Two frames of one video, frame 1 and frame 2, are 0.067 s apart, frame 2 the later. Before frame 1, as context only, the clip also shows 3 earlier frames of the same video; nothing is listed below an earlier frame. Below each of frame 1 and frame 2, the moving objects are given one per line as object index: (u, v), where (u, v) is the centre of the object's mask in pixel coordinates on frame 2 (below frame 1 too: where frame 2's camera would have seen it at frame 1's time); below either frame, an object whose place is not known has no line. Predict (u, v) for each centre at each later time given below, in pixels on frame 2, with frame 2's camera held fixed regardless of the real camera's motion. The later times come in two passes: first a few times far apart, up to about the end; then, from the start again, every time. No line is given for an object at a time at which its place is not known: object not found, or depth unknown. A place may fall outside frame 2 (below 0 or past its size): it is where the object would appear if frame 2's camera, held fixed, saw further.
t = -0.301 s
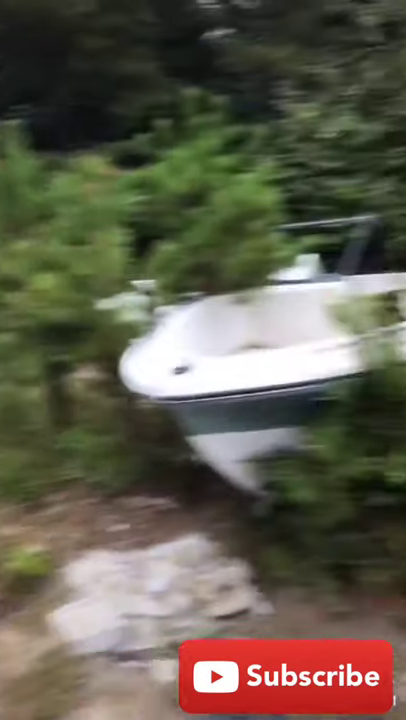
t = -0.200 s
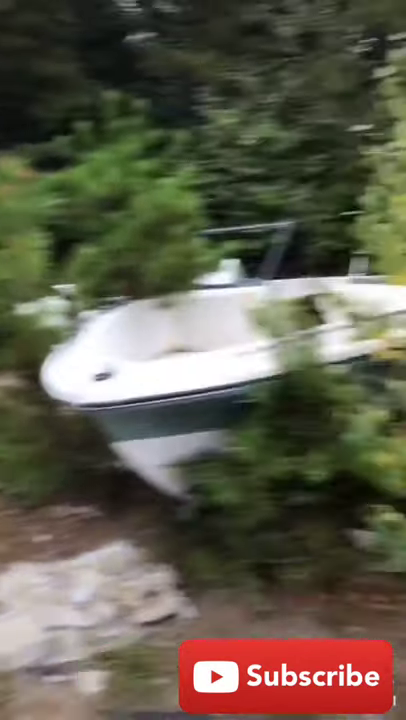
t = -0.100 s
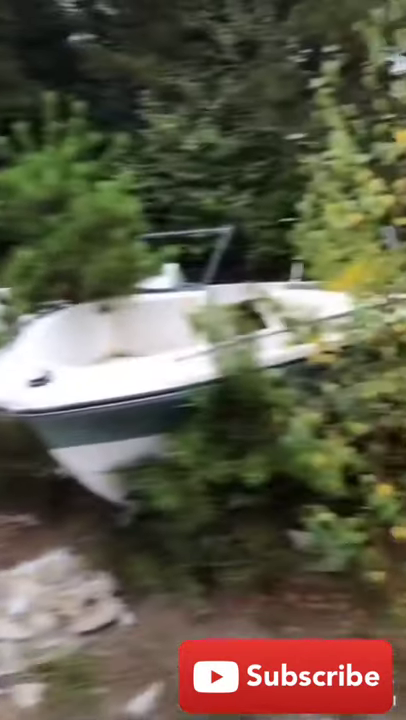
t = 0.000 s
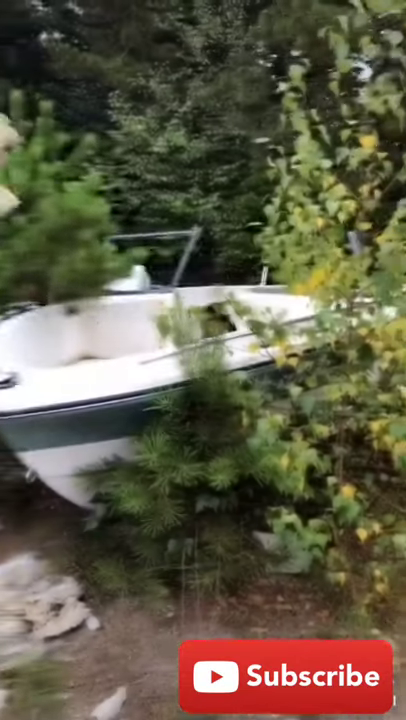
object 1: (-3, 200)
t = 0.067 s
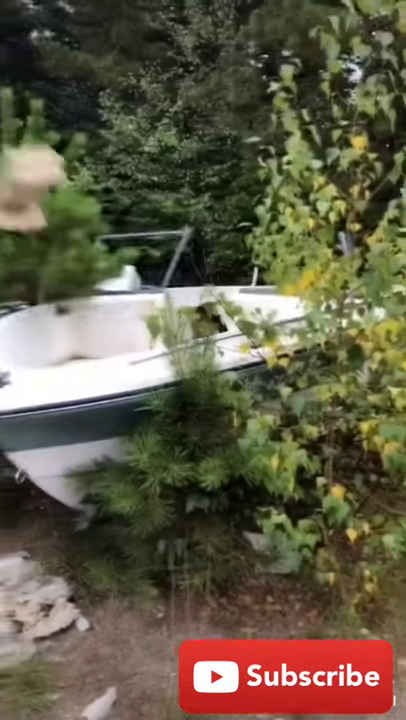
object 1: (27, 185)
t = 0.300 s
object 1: (153, 263)
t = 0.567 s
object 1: (160, 256)
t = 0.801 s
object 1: (138, 276)
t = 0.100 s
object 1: (47, 199)
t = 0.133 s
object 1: (70, 212)
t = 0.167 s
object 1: (89, 223)
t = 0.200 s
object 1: (107, 235)
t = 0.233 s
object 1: (130, 252)
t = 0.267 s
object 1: (149, 269)
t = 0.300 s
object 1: (153, 263)
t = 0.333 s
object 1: (154, 258)
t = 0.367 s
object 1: (157, 255)
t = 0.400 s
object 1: (159, 253)
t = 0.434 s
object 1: (160, 256)
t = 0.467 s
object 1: (160, 256)
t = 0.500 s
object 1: (160, 256)
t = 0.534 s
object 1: (160, 255)
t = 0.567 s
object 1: (160, 256)
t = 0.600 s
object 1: (159, 256)
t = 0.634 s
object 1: (157, 257)
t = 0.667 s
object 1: (156, 259)
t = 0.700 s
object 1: (150, 262)
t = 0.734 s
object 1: (146, 266)
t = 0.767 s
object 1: (138, 274)
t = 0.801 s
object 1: (138, 276)
